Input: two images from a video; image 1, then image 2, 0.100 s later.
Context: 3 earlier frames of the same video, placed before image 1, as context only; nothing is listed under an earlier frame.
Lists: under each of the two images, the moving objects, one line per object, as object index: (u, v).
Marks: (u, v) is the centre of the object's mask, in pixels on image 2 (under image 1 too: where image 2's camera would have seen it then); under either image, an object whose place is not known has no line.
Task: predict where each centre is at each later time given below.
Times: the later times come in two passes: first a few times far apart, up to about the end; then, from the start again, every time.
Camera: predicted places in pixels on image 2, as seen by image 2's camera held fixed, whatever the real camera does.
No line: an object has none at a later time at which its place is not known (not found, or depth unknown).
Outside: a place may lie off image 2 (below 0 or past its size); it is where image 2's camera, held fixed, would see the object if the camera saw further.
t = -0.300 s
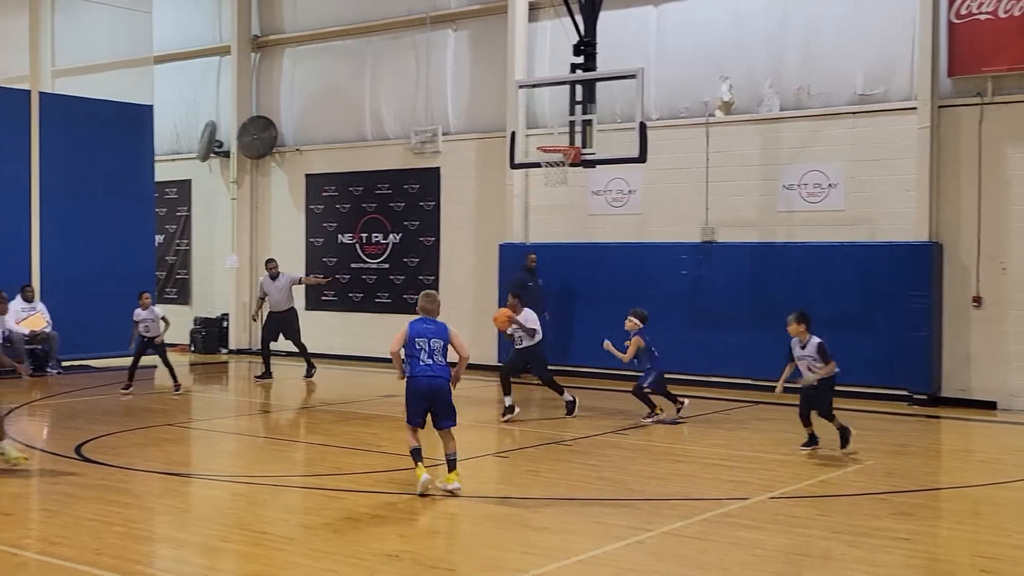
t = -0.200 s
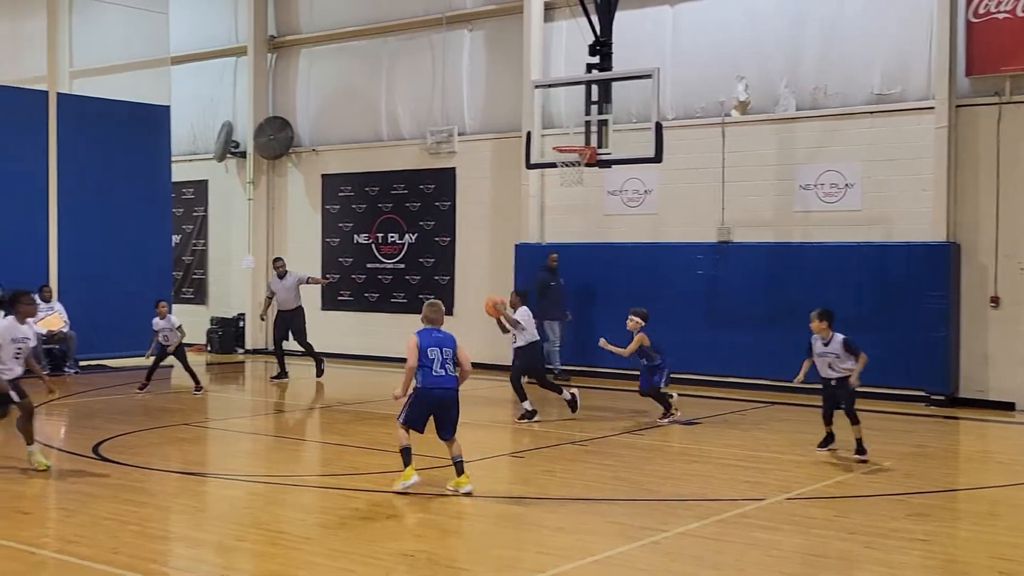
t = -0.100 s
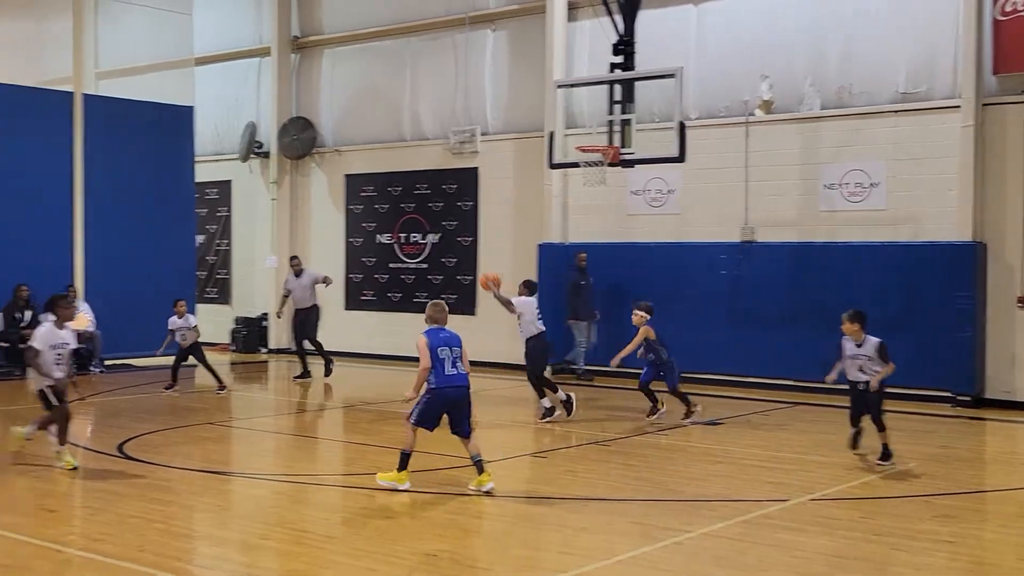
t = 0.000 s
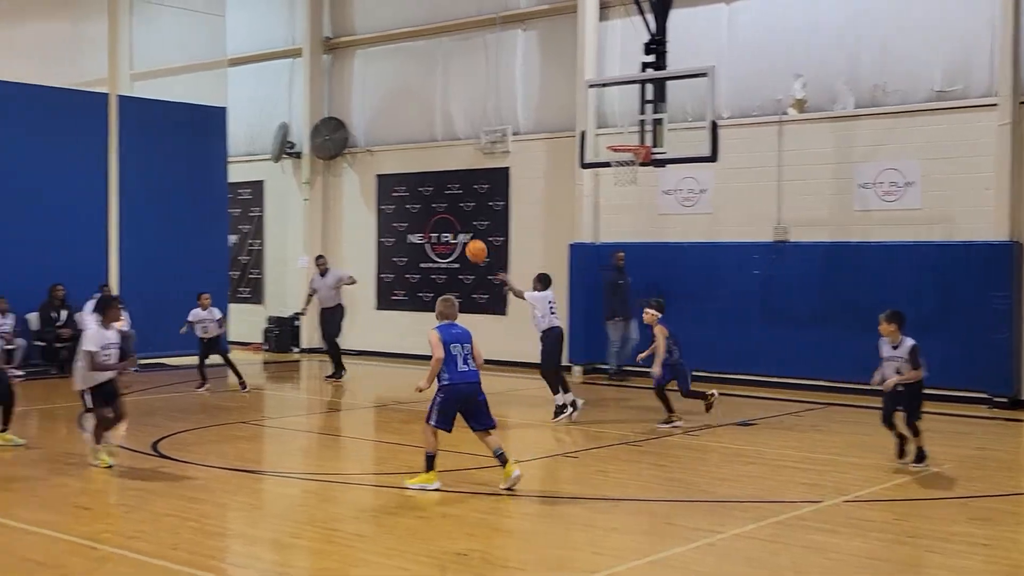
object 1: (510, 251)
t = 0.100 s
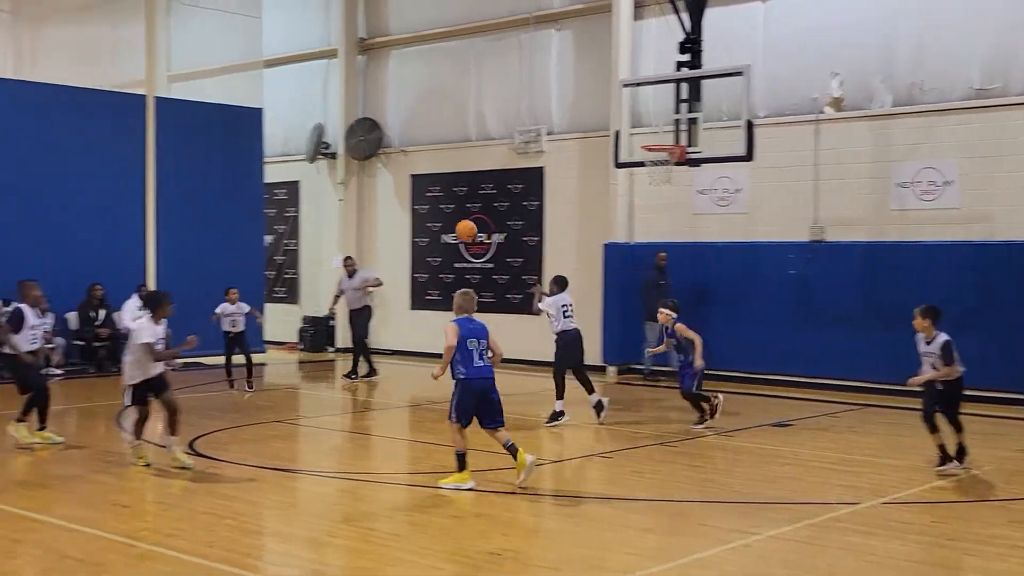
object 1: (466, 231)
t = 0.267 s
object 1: (395, 218)
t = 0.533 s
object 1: (288, 246)
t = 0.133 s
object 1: (452, 225)
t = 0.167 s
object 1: (437, 222)
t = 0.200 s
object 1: (423, 220)
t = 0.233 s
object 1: (409, 218)
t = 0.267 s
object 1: (395, 218)
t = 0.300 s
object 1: (381, 218)
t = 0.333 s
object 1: (367, 219)
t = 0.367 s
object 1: (354, 221)
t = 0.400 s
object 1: (341, 224)
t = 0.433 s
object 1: (327, 229)
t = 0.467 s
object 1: (314, 233)
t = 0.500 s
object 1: (301, 240)
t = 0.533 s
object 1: (288, 246)
